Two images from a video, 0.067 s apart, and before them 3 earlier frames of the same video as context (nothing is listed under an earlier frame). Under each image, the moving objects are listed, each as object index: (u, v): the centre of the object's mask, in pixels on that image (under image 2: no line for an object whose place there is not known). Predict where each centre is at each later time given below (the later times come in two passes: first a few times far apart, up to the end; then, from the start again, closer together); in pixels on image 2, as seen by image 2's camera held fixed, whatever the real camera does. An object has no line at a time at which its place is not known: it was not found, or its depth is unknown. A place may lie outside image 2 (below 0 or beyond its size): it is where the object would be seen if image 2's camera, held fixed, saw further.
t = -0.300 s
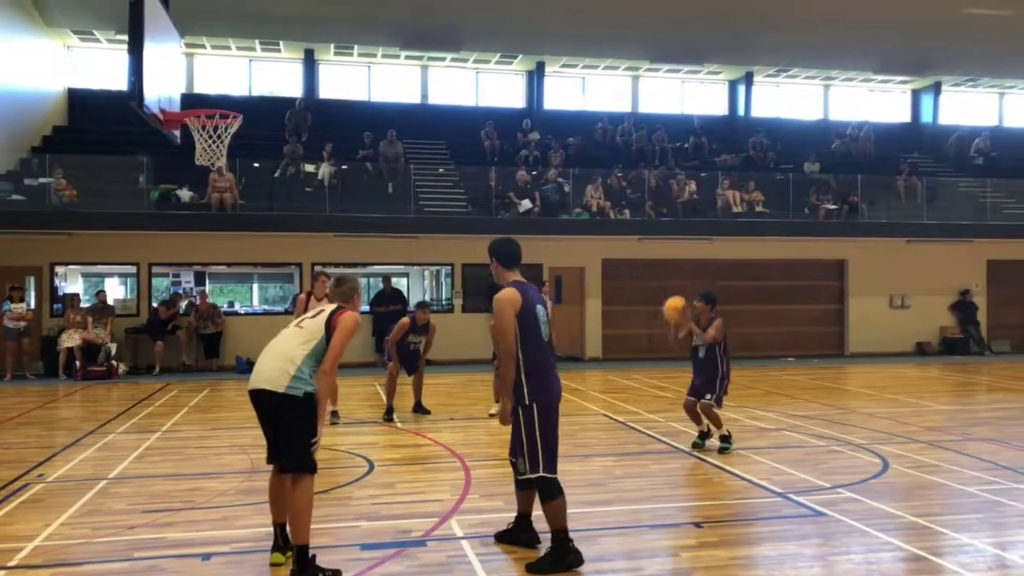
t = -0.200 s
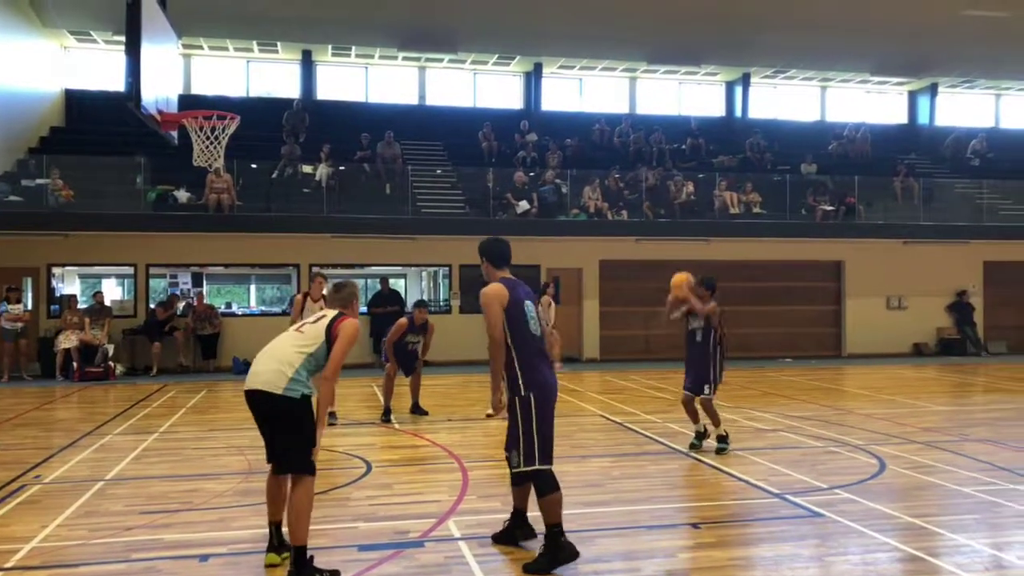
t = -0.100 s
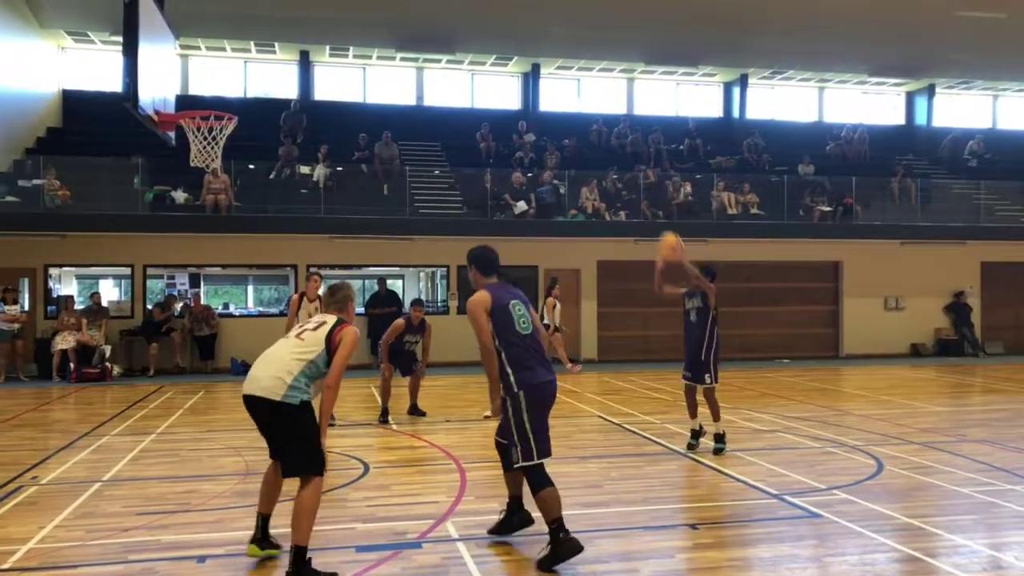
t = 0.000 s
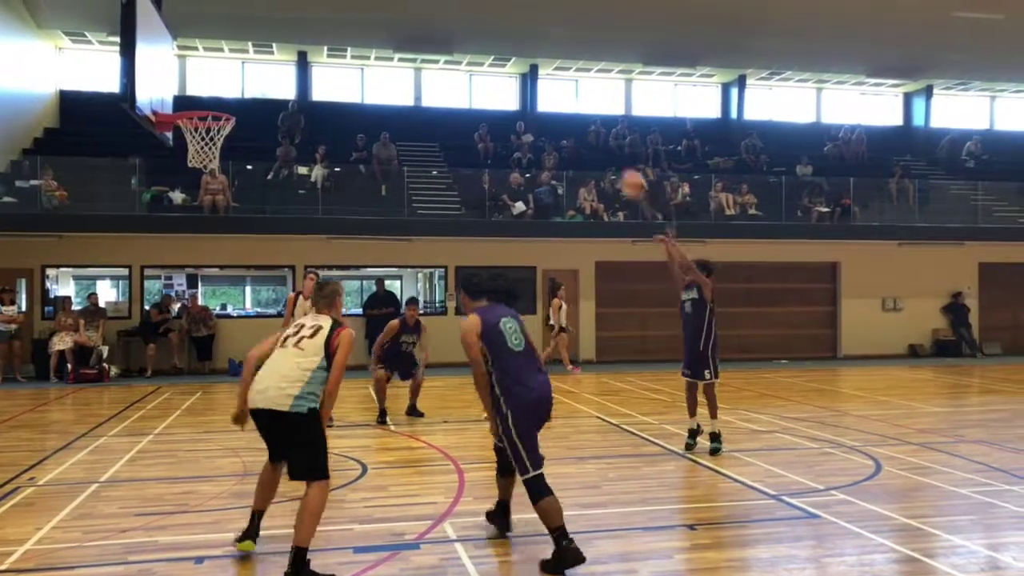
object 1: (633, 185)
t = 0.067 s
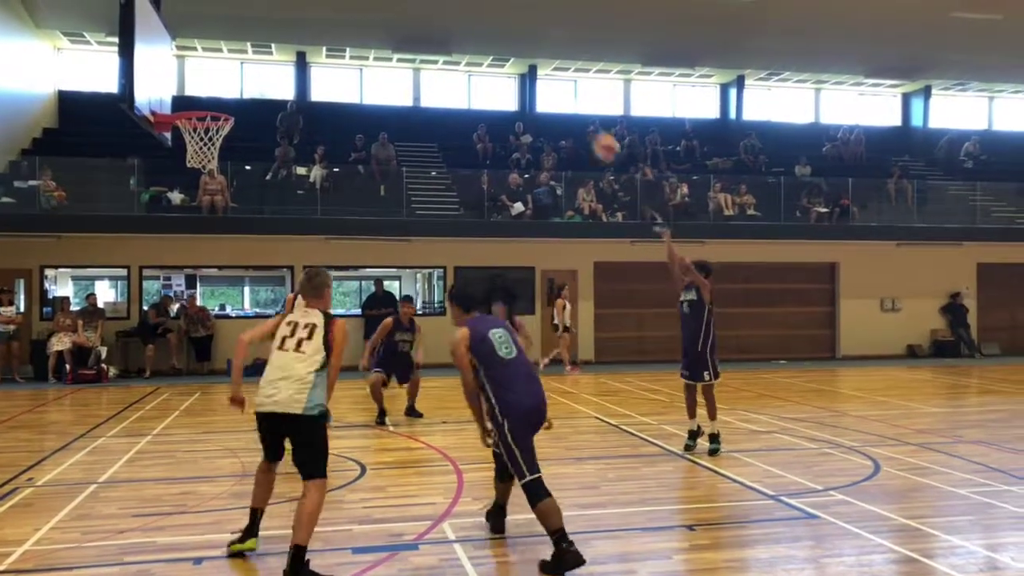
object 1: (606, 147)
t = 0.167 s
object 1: (569, 98)
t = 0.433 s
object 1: (464, 19)
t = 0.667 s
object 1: (367, 9)
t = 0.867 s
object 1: (288, 48)
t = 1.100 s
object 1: (204, 98)
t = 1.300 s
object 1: (189, 87)
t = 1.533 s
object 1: (222, 106)
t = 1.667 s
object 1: (219, 107)
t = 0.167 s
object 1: (569, 98)
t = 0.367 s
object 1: (491, 32)
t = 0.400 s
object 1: (477, 25)
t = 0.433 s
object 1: (464, 19)
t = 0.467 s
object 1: (450, 14)
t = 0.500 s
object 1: (435, 9)
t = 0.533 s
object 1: (422, 7)
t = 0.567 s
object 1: (408, 7)
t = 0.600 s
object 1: (395, 7)
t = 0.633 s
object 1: (381, 8)
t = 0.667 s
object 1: (367, 9)
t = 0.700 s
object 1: (354, 13)
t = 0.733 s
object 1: (340, 18)
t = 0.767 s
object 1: (327, 23)
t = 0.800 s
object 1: (314, 31)
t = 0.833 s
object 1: (301, 38)
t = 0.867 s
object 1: (288, 48)
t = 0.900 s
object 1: (275, 61)
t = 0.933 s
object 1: (260, 75)
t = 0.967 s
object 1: (247, 91)
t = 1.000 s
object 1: (233, 105)
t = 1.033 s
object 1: (223, 108)
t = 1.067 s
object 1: (214, 103)
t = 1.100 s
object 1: (204, 98)
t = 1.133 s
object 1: (195, 95)
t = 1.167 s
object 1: (186, 93)
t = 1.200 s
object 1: (176, 91)
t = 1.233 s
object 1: (174, 89)
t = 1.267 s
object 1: (181, 87)
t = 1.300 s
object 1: (189, 87)
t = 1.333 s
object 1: (194, 90)
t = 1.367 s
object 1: (201, 92)
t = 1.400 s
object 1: (208, 96)
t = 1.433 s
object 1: (217, 99)
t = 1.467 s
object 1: (221, 107)
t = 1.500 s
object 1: (223, 107)
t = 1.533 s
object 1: (222, 106)
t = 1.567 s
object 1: (222, 105)
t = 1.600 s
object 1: (221, 105)
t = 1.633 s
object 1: (221, 106)
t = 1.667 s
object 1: (219, 107)
